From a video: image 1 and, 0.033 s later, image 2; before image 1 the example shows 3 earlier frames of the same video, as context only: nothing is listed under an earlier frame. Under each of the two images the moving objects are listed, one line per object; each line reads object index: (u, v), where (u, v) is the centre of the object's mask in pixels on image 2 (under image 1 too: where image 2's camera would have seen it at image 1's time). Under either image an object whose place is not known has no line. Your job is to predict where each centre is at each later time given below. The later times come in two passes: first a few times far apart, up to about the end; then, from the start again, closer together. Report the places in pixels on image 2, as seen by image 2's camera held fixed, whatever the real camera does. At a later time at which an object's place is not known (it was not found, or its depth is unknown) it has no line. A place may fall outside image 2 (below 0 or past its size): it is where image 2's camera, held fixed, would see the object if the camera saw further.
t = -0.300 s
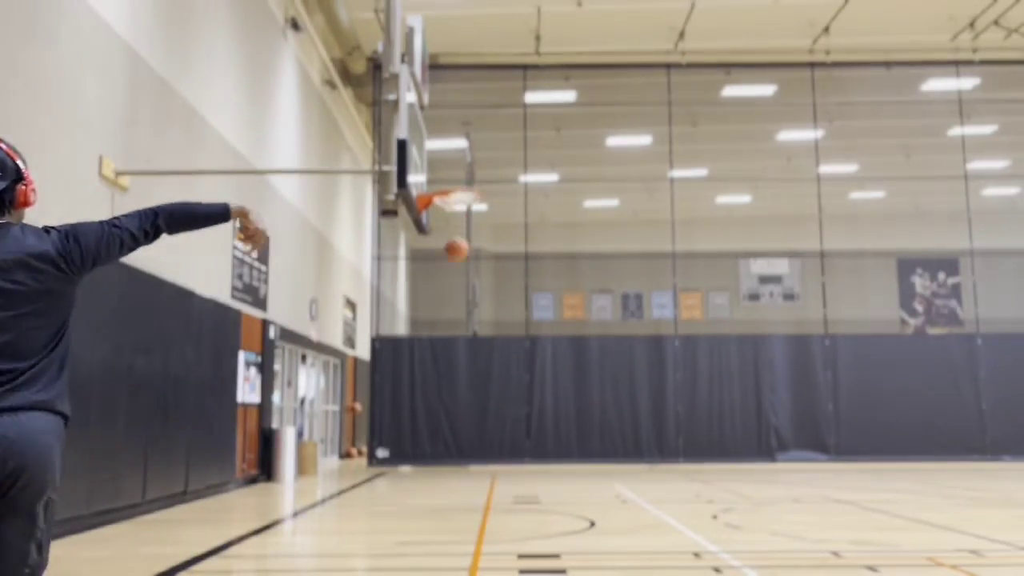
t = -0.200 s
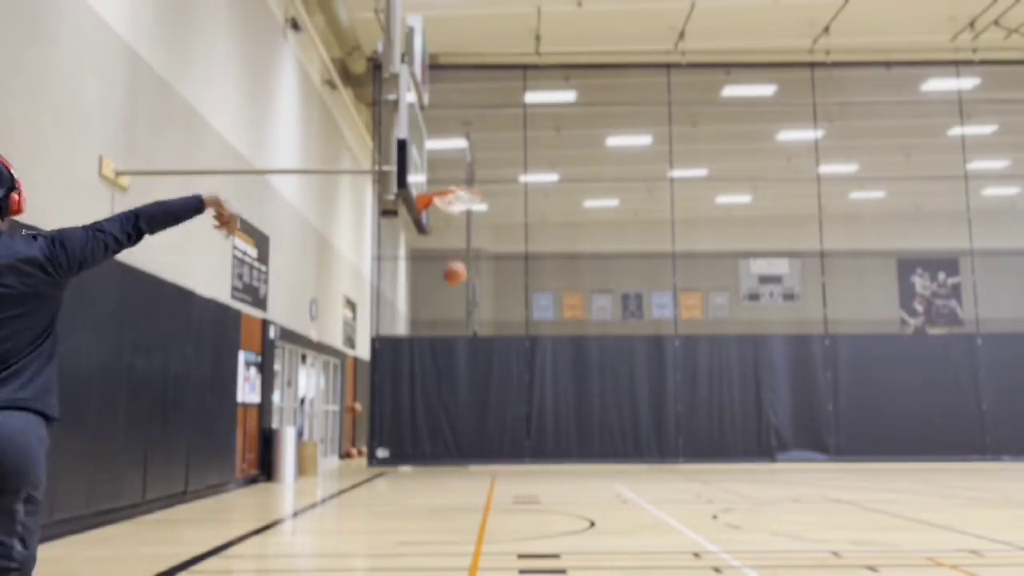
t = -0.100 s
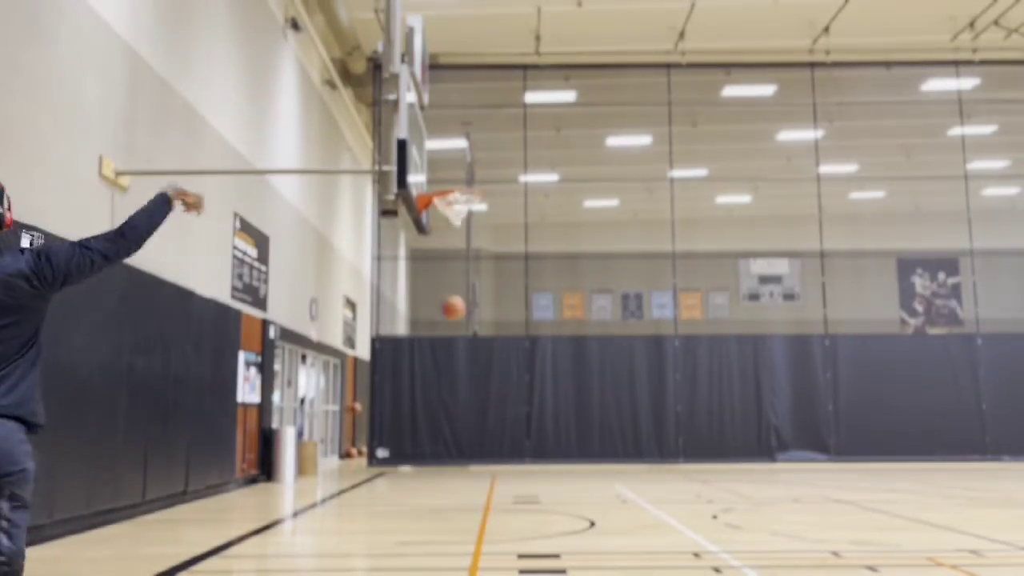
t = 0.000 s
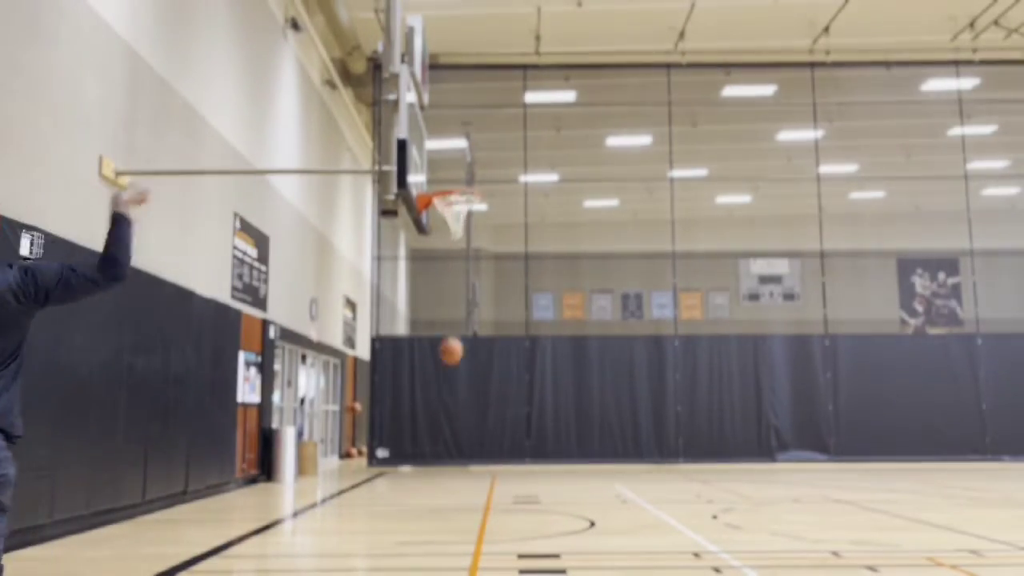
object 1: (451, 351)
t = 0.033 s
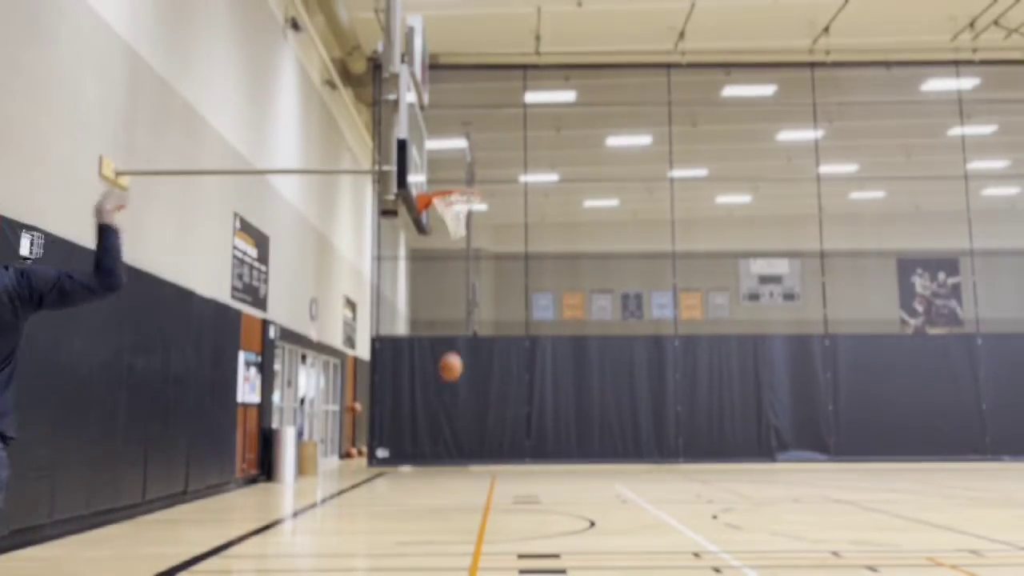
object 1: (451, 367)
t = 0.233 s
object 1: (446, 483)
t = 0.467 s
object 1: (439, 412)
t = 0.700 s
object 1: (430, 361)
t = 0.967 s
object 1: (419, 364)
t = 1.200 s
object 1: (409, 426)
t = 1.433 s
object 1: (397, 484)
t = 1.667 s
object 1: (389, 426)
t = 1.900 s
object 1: (380, 424)
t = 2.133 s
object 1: (369, 479)
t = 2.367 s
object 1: (359, 471)
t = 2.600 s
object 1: (351, 456)
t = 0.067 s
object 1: (450, 384)
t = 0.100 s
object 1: (449, 402)
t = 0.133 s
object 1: (449, 420)
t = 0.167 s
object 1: (448, 441)
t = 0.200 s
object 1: (448, 460)
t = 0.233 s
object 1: (446, 483)
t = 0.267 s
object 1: (445, 499)
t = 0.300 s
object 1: (444, 480)
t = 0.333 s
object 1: (444, 463)
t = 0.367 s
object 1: (442, 449)
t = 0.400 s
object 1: (441, 436)
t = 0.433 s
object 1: (440, 424)
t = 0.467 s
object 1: (439, 412)
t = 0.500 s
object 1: (437, 402)
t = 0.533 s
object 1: (436, 392)
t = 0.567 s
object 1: (435, 384)
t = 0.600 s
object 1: (434, 377)
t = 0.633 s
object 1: (433, 370)
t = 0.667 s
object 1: (431, 365)
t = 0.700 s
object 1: (430, 361)
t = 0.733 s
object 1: (428, 357)
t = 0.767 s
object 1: (427, 355)
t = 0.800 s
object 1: (426, 354)
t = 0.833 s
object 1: (425, 354)
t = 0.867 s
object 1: (423, 355)
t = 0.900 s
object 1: (422, 357)
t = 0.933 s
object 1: (420, 360)
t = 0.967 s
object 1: (419, 364)
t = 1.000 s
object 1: (417, 370)
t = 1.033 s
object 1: (416, 376)
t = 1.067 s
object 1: (414, 383)
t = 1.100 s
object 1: (413, 392)
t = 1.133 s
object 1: (411, 402)
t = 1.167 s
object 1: (410, 413)
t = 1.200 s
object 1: (409, 426)
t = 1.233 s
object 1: (407, 439)
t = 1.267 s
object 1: (405, 452)
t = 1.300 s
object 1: (403, 468)
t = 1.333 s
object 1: (401, 486)
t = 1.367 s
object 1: (399, 507)
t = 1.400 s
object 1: (397, 498)
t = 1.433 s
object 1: (397, 484)
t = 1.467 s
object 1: (396, 472)
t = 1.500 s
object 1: (396, 461)
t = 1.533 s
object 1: (395, 452)
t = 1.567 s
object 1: (393, 444)
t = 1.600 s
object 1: (392, 437)
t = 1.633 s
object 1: (390, 431)
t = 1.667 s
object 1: (389, 426)
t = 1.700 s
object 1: (388, 423)
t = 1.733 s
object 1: (386, 420)
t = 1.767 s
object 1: (385, 419)
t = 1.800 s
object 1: (384, 419)
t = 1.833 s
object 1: (383, 419)
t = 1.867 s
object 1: (382, 421)
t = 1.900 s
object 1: (380, 424)
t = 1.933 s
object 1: (379, 429)
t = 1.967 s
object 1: (378, 434)
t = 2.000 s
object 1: (376, 440)
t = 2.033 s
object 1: (374, 448)
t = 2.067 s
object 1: (373, 457)
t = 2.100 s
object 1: (371, 468)
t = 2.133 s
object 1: (369, 479)
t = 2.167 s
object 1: (368, 492)
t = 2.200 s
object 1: (366, 508)
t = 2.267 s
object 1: (363, 494)
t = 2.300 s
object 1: (362, 486)
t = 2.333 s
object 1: (361, 477)
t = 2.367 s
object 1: (359, 471)
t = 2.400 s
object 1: (358, 464)
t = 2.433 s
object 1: (357, 460)
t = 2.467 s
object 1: (356, 457)
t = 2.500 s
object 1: (354, 455)
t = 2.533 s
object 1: (354, 454)
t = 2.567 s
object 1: (353, 455)
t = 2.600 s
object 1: (351, 456)
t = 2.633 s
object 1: (348, 459)
